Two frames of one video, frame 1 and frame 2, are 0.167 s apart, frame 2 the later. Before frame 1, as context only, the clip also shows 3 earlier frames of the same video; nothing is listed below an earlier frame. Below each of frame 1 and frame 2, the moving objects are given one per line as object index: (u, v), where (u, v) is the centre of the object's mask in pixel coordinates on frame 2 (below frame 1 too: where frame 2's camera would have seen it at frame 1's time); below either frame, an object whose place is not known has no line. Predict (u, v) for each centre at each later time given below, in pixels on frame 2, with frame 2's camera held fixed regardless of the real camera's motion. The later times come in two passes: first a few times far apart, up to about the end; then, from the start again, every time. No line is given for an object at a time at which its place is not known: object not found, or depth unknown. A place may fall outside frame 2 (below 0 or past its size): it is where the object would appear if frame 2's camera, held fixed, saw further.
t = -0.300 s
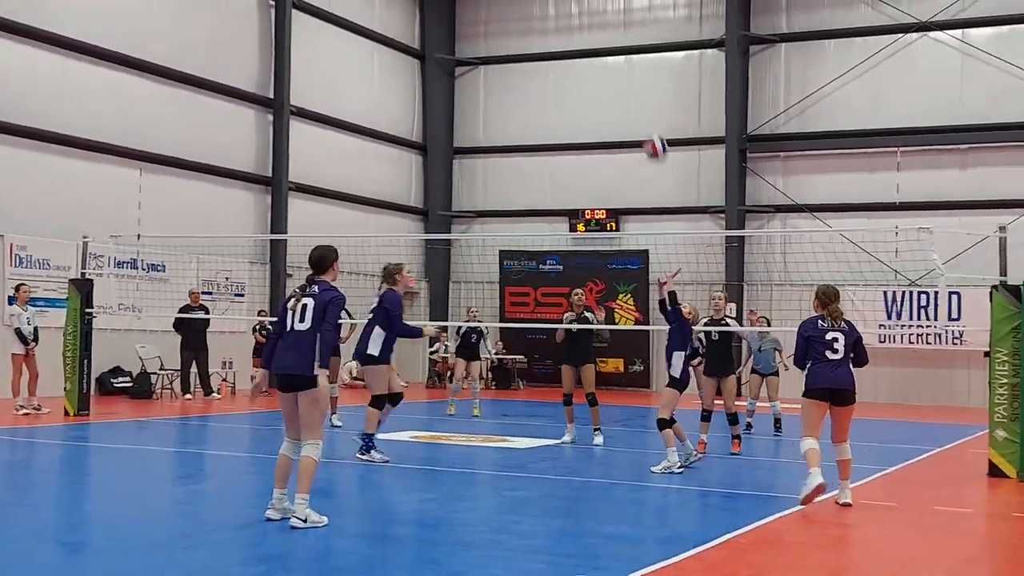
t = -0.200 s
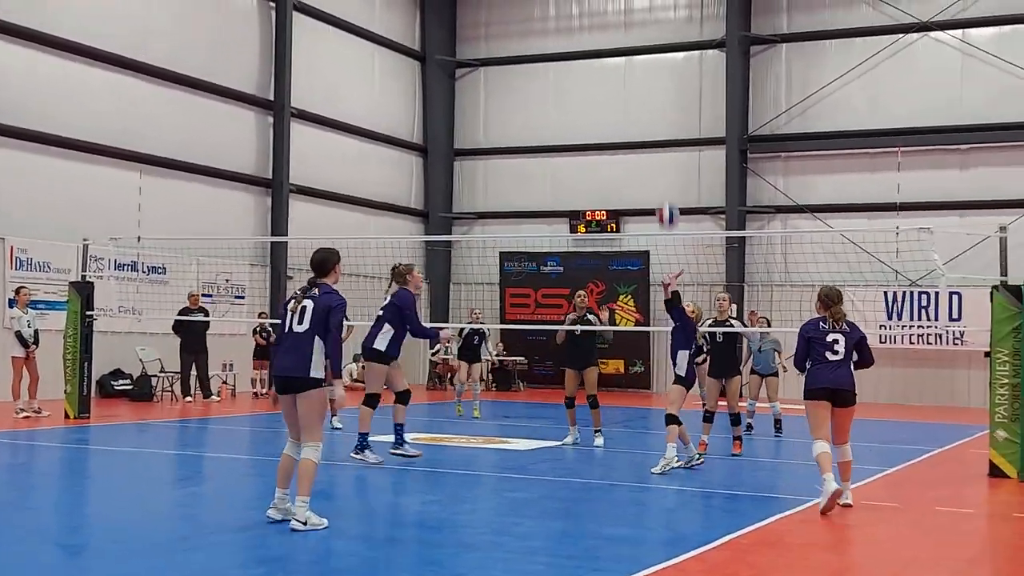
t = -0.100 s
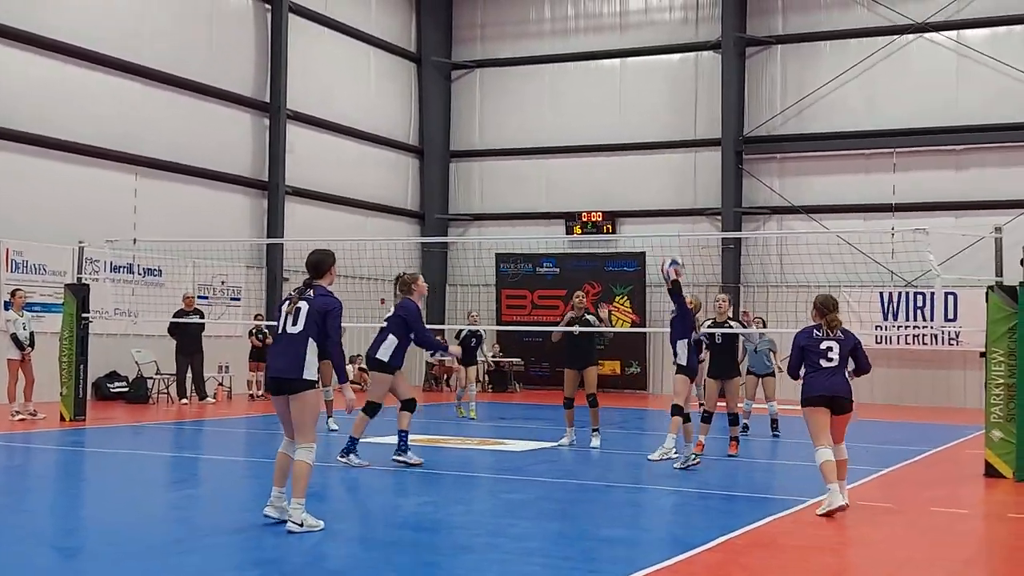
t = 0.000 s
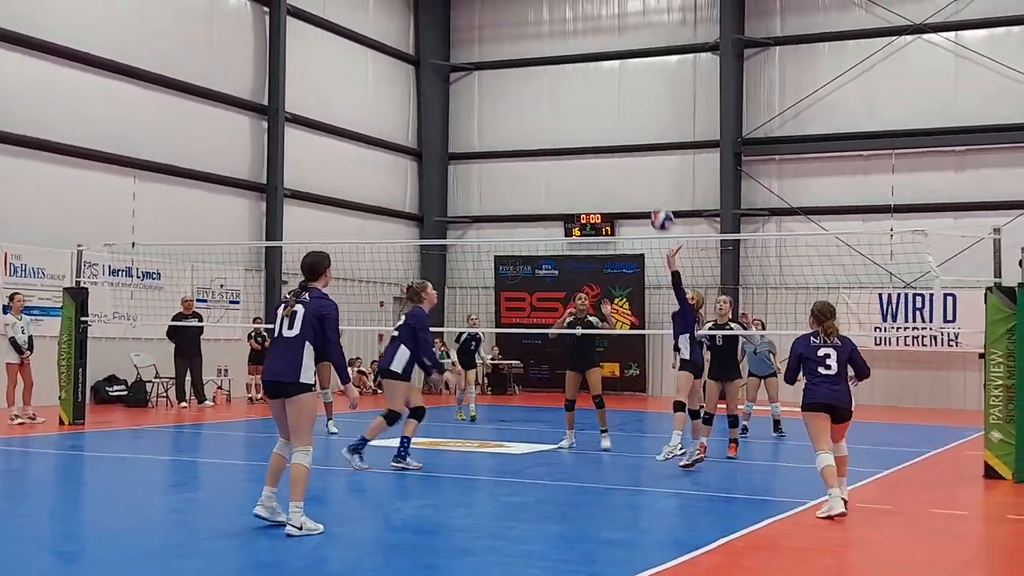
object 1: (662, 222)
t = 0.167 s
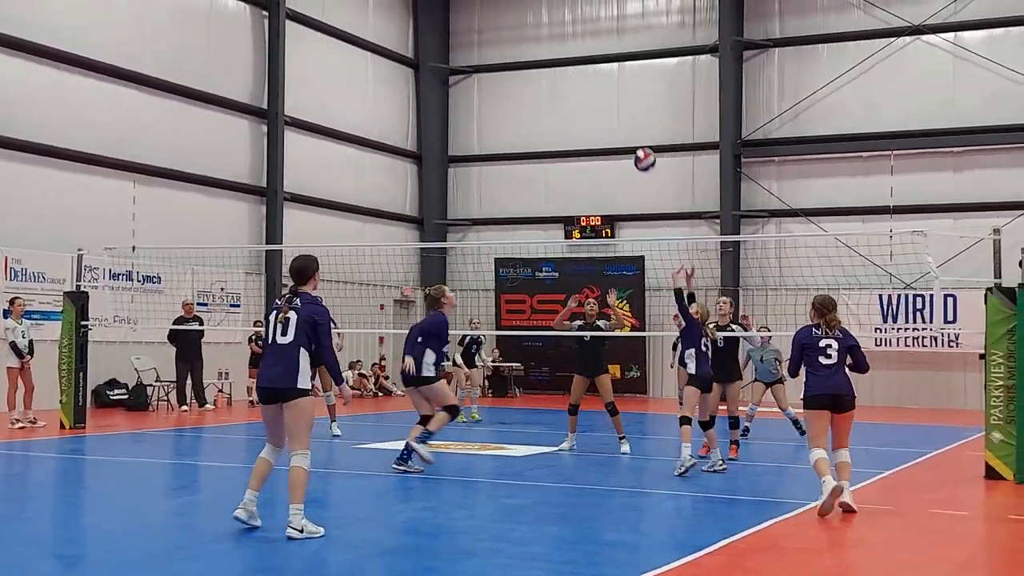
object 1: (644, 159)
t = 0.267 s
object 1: (634, 138)
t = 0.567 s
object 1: (604, 135)
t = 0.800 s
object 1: (584, 197)
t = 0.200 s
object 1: (641, 152)
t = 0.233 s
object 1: (637, 144)
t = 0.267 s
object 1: (634, 138)
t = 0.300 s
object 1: (631, 133)
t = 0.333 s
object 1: (628, 130)
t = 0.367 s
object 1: (624, 127)
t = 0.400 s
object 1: (621, 126)
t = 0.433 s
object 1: (618, 126)
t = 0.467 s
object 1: (614, 126)
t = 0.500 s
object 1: (611, 128)
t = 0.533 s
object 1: (608, 131)
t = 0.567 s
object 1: (604, 135)
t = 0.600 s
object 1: (602, 141)
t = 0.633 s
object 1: (599, 147)
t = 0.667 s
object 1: (595, 155)
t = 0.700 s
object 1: (592, 163)
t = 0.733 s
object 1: (589, 173)
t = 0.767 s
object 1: (587, 184)
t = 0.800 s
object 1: (584, 197)
